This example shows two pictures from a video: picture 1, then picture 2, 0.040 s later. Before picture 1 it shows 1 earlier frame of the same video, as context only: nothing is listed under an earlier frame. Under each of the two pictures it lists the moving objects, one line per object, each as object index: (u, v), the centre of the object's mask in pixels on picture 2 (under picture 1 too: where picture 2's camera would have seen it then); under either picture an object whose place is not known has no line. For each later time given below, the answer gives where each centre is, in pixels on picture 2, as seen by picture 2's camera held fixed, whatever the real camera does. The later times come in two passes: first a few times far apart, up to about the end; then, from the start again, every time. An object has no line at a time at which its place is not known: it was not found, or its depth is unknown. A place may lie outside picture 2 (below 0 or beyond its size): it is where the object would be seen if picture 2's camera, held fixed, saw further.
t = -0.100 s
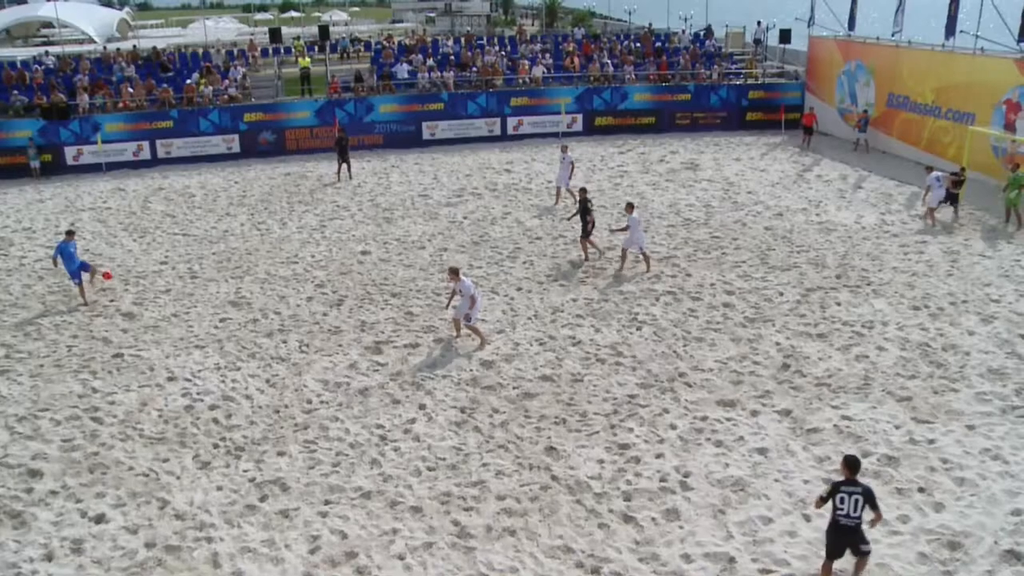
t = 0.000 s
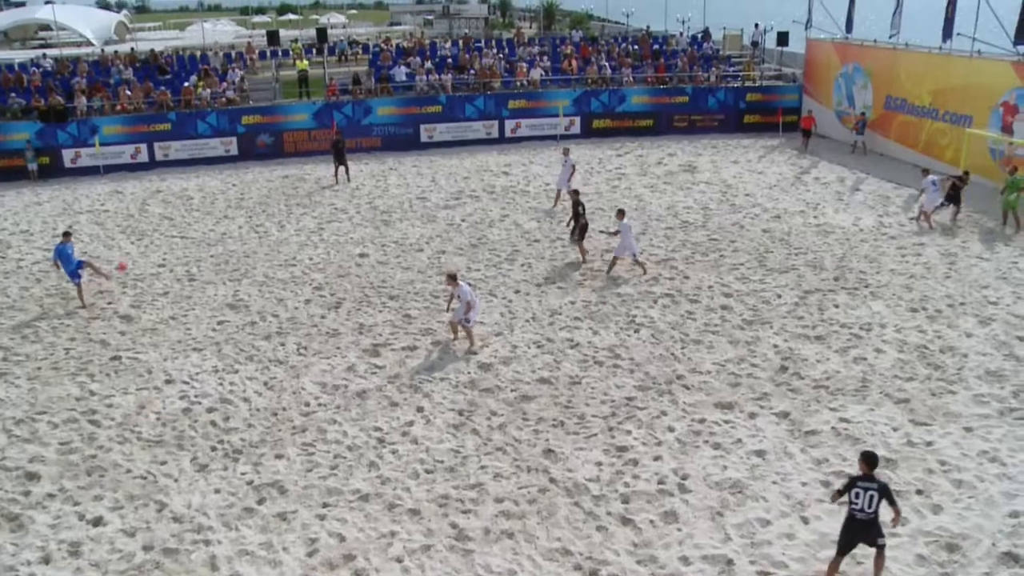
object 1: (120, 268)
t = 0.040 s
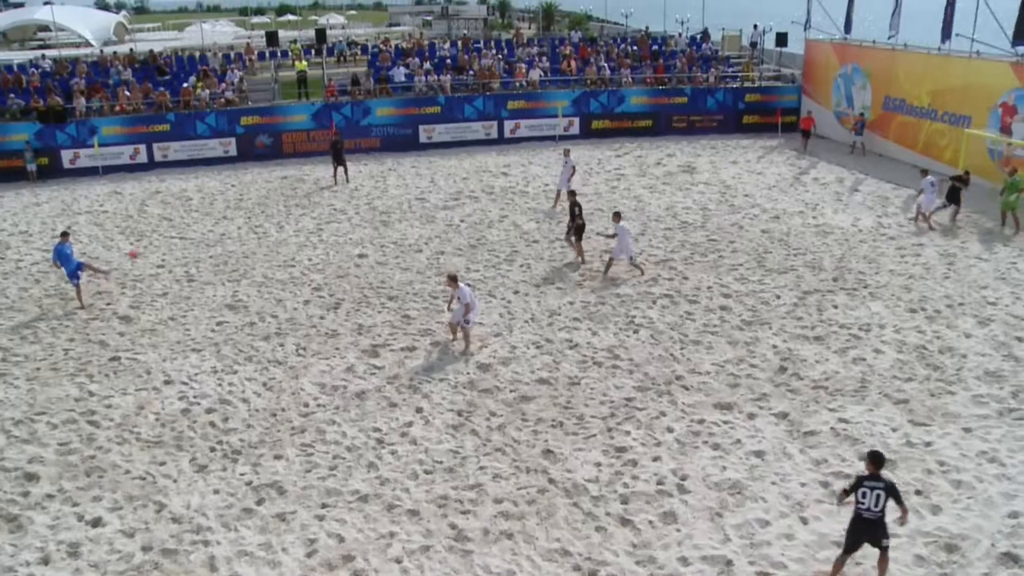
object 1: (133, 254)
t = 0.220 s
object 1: (200, 204)
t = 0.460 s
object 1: (304, 153)
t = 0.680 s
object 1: (410, 129)
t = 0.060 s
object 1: (140, 248)
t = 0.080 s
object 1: (147, 242)
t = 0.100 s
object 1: (154, 236)
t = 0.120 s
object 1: (161, 231)
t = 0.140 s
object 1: (169, 224)
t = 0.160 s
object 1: (176, 220)
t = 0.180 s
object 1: (184, 214)
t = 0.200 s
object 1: (192, 208)
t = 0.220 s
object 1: (200, 204)
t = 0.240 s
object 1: (208, 198)
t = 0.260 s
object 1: (215, 194)
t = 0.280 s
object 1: (224, 189)
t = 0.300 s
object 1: (232, 185)
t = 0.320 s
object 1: (241, 180)
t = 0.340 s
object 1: (249, 175)
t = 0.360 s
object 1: (258, 172)
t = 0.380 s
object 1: (268, 167)
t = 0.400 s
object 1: (276, 162)
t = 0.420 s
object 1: (285, 160)
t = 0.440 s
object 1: (295, 157)
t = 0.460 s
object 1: (304, 153)
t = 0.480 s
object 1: (313, 150)
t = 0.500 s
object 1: (322, 147)
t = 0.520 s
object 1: (333, 145)
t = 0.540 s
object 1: (342, 142)
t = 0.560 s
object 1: (351, 140)
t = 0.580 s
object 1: (360, 139)
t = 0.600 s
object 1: (370, 136)
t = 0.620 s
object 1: (380, 134)
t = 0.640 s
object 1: (391, 132)
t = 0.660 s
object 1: (401, 130)
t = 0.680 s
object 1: (410, 129)
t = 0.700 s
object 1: (421, 128)
